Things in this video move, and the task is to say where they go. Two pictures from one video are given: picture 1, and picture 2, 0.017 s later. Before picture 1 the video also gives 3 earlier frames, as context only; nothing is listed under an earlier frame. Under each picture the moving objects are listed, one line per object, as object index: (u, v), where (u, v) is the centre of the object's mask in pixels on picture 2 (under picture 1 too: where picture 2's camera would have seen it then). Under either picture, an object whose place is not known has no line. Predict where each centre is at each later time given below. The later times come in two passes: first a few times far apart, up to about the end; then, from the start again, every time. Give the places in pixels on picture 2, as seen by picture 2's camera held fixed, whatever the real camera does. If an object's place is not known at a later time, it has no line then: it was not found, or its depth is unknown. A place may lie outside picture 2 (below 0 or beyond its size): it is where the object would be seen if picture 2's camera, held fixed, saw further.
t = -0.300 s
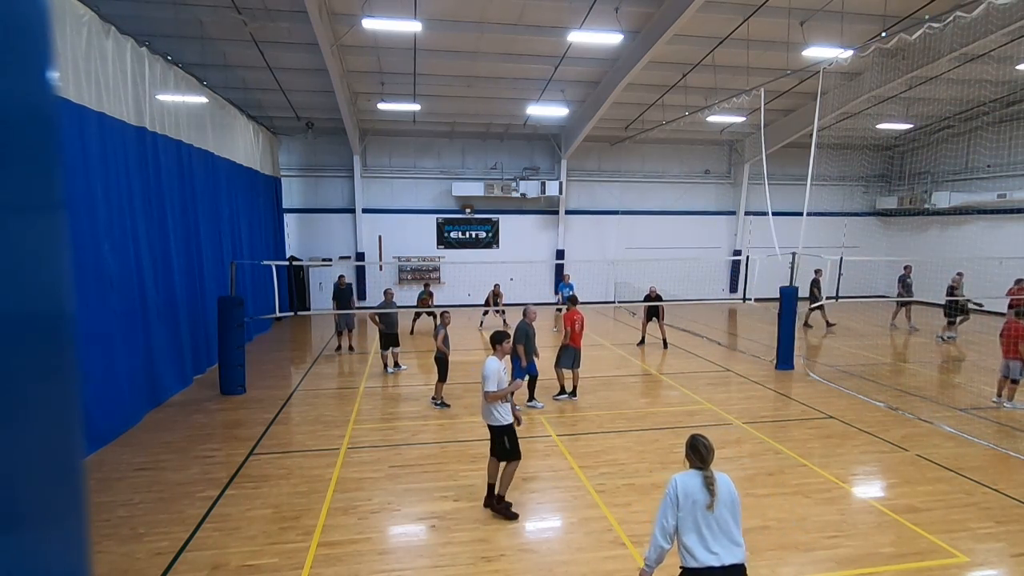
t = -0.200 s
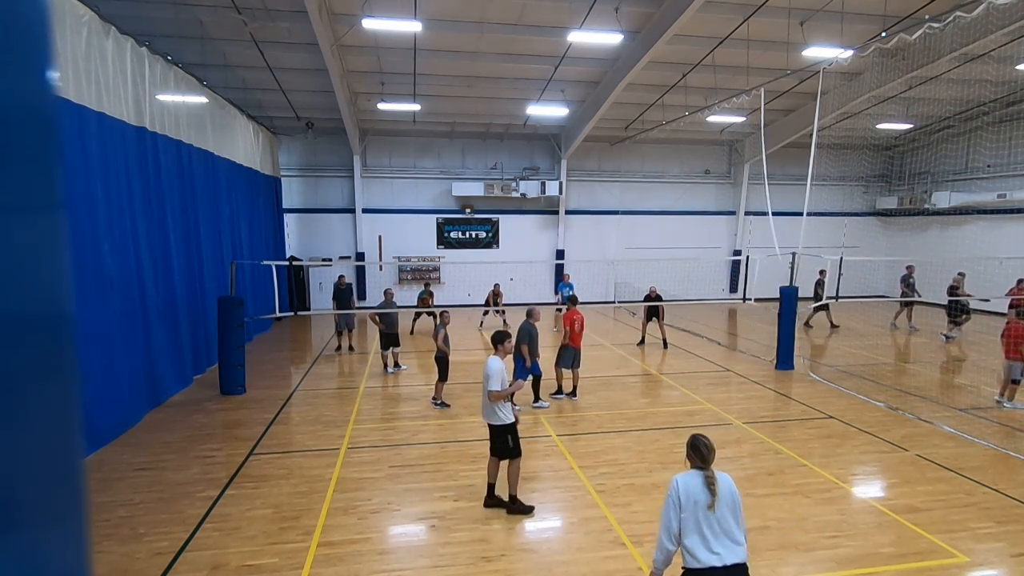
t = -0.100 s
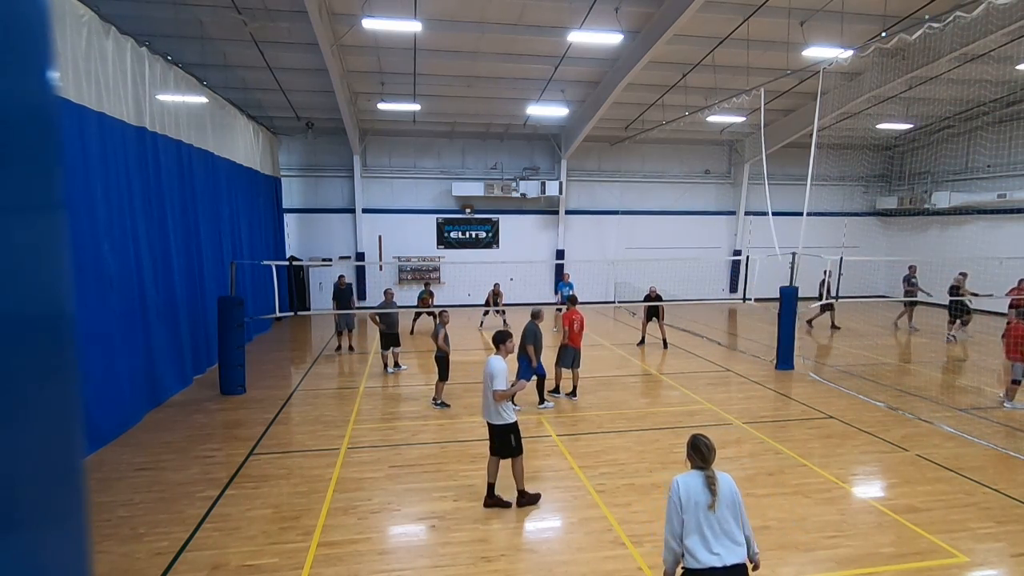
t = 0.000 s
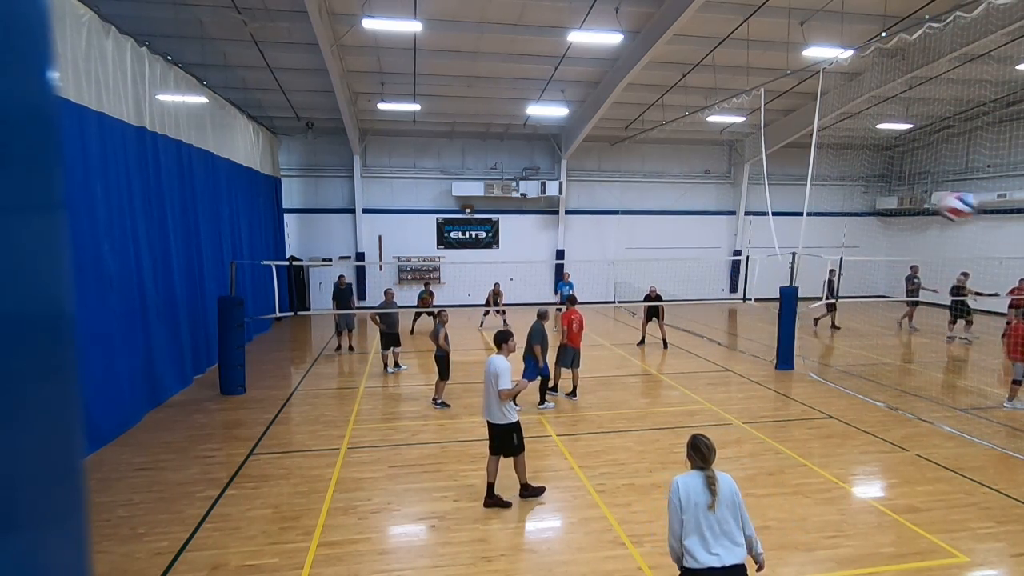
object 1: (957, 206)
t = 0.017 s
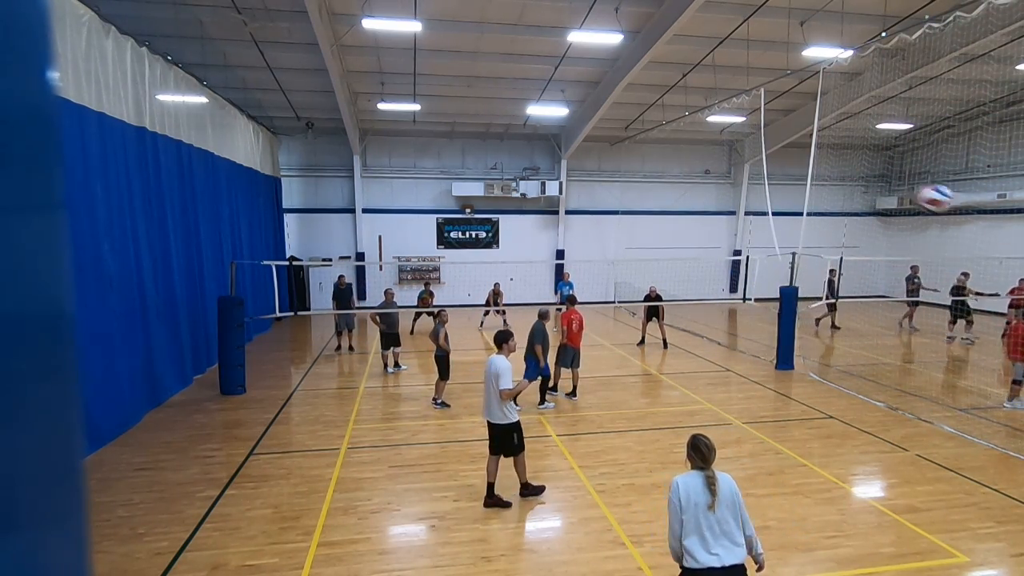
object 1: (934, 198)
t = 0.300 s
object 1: (706, 158)
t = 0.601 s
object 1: (613, 192)
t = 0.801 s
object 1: (578, 227)
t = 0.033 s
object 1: (914, 192)
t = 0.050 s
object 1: (893, 185)
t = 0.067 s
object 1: (874, 180)
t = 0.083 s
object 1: (856, 175)
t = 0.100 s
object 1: (840, 171)
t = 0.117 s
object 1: (825, 167)
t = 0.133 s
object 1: (809, 164)
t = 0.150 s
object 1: (796, 161)
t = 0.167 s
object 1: (783, 159)
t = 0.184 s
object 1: (771, 158)
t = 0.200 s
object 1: (760, 157)
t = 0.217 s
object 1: (751, 157)
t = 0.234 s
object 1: (741, 156)
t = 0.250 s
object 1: (731, 156)
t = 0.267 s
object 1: (722, 156)
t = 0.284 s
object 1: (714, 156)
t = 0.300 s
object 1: (706, 158)
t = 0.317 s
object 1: (699, 158)
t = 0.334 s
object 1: (692, 158)
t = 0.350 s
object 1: (685, 160)
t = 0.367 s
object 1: (678, 161)
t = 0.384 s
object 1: (673, 162)
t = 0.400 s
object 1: (667, 164)
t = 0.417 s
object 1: (661, 165)
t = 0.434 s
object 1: (656, 167)
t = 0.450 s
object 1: (651, 169)
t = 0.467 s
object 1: (646, 171)
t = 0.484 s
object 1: (641, 173)
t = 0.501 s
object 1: (636, 176)
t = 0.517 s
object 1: (632, 178)
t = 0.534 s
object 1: (628, 181)
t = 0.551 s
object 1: (624, 184)
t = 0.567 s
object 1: (620, 186)
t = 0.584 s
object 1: (617, 188)
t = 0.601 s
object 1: (613, 192)
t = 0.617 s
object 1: (610, 194)
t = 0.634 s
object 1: (607, 196)
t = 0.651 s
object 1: (603, 199)
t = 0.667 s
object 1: (600, 202)
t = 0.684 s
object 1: (597, 205)
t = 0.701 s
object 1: (594, 208)
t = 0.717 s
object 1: (591, 211)
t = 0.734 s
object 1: (588, 214)
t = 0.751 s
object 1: (586, 217)
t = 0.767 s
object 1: (583, 221)
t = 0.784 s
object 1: (581, 224)
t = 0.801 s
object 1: (578, 227)
